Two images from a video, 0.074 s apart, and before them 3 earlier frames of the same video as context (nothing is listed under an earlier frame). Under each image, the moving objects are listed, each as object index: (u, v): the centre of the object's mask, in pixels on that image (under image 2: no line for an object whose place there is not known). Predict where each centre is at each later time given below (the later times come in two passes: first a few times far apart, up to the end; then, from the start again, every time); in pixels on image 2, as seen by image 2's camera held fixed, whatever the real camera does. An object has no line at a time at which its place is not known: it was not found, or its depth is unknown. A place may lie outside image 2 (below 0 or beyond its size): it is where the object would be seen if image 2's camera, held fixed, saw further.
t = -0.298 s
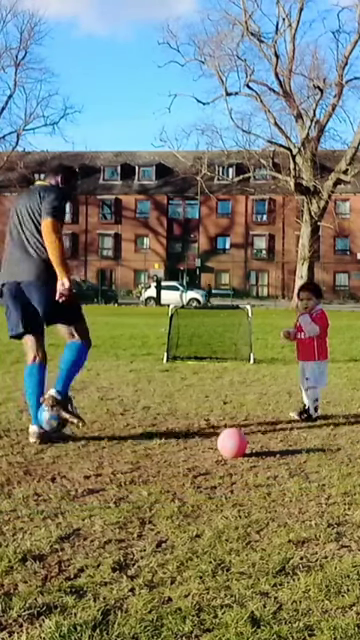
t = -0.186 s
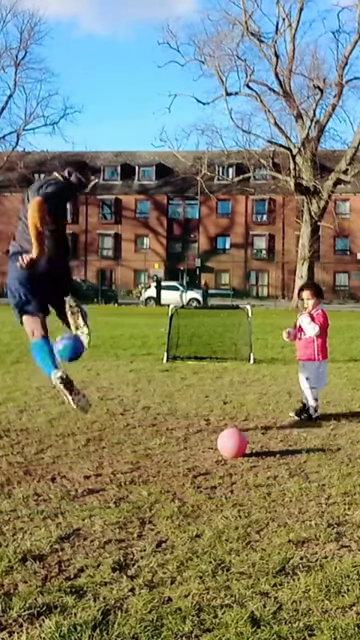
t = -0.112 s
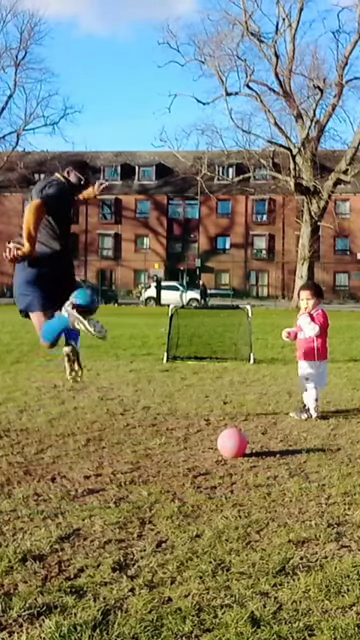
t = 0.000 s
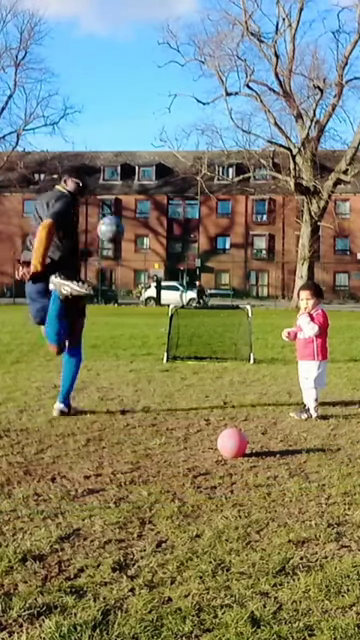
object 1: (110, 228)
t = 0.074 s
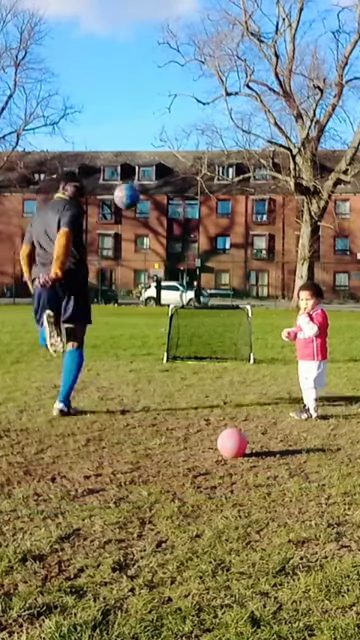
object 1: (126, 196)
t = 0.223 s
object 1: (154, 159)
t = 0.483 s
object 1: (196, 167)
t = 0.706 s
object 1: (228, 226)
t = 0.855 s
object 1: (247, 286)
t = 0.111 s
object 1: (133, 183)
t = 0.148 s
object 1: (141, 174)
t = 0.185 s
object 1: (147, 167)
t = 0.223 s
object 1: (154, 159)
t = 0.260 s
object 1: (162, 156)
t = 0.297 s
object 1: (168, 153)
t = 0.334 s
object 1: (174, 153)
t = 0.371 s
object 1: (180, 154)
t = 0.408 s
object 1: (185, 157)
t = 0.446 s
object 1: (191, 161)
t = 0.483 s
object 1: (196, 167)
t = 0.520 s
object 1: (201, 173)
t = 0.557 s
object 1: (207, 182)
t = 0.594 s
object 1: (213, 191)
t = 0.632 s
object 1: (217, 202)
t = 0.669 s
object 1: (223, 214)
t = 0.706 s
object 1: (228, 226)
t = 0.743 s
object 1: (234, 241)
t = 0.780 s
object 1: (239, 254)
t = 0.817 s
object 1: (242, 270)
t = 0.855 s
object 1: (247, 286)
